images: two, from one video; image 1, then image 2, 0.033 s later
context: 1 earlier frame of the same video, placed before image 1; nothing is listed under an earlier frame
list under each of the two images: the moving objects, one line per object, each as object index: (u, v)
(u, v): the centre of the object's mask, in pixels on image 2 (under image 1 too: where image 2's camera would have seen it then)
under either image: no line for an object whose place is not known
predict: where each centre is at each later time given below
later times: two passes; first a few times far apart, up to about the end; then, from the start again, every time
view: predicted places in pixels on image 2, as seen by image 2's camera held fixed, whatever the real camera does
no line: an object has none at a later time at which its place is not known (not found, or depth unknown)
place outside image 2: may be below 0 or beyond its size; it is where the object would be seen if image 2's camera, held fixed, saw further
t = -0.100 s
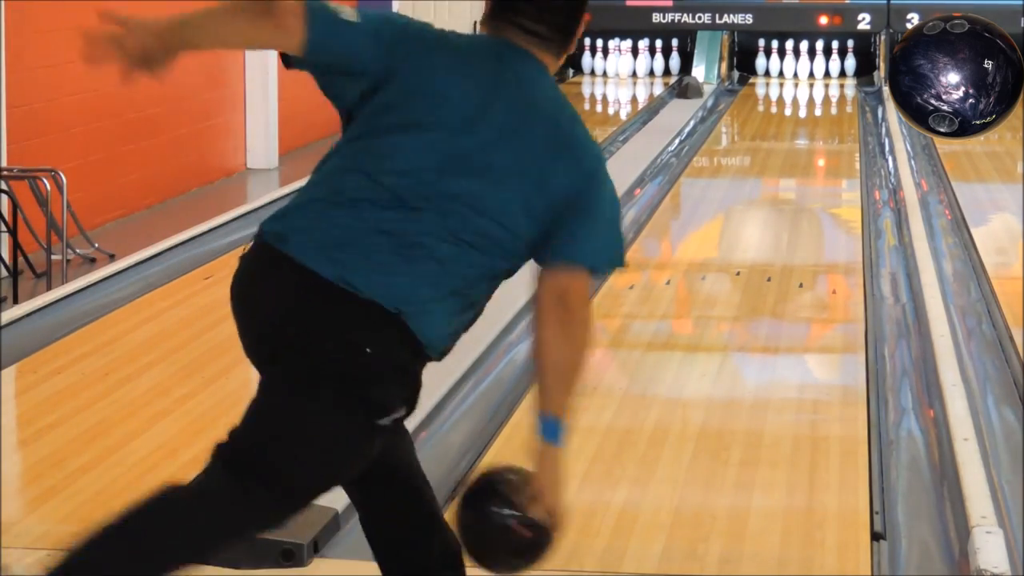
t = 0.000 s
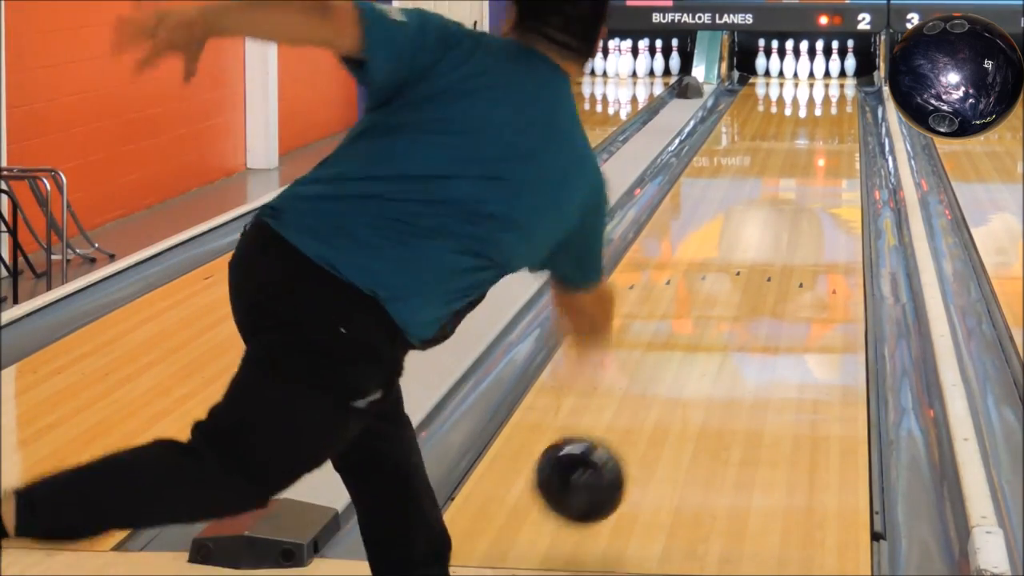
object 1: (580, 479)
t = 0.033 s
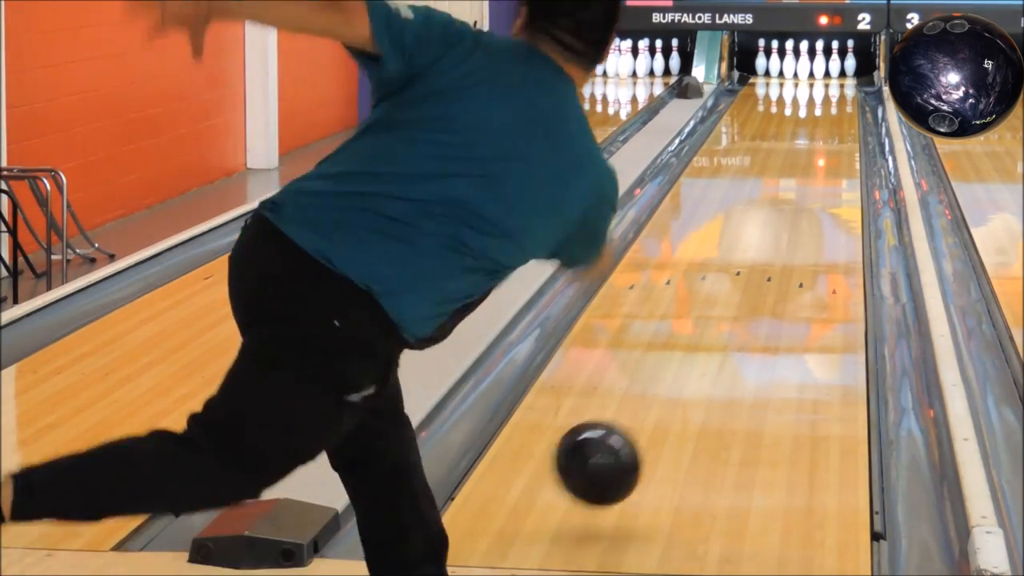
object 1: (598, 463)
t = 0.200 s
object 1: (665, 390)
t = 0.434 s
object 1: (726, 292)
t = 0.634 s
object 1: (759, 239)
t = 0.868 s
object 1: (787, 193)
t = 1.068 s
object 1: (804, 164)
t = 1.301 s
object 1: (819, 137)
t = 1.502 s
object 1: (827, 120)
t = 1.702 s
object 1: (832, 104)
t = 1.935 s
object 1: (831, 90)
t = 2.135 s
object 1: (823, 81)
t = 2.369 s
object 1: (808, 71)
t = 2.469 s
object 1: (805, 69)
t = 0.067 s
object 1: (614, 452)
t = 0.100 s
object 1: (628, 446)
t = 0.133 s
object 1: (641, 423)
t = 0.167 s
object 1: (654, 405)
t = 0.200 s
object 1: (665, 390)
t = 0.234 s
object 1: (676, 373)
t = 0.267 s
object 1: (686, 356)
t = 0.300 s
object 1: (694, 342)
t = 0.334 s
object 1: (703, 328)
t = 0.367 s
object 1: (711, 315)
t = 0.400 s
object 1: (719, 303)
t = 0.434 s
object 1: (726, 292)
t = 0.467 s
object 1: (732, 282)
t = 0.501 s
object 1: (738, 273)
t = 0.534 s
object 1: (744, 264)
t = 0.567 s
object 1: (749, 255)
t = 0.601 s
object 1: (755, 247)
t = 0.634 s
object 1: (759, 239)
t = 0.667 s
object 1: (764, 232)
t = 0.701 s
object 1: (769, 225)
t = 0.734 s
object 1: (772, 218)
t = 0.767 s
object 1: (776, 211)
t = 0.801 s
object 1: (780, 205)
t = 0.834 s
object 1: (784, 199)
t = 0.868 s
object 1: (787, 193)
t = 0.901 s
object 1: (790, 188)
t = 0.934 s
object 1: (793, 182)
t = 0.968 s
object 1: (796, 177)
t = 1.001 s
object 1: (799, 173)
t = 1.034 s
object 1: (801, 168)
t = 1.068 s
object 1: (804, 164)
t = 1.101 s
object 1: (806, 160)
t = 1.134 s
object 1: (809, 156)
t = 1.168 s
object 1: (811, 152)
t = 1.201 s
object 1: (812, 148)
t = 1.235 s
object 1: (814, 144)
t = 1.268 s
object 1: (817, 141)
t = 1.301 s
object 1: (819, 137)
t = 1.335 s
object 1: (820, 134)
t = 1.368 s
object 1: (822, 131)
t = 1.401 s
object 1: (823, 128)
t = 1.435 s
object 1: (825, 125)
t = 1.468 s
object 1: (826, 123)
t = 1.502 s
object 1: (827, 120)
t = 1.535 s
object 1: (828, 117)
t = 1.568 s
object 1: (829, 115)
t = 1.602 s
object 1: (831, 112)
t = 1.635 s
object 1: (831, 110)
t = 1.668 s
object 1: (832, 107)
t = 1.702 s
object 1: (832, 104)
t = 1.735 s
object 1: (832, 102)
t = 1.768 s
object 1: (832, 100)
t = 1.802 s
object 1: (833, 98)
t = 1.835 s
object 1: (832, 96)
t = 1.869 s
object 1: (832, 94)
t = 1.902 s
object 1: (831, 92)
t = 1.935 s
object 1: (831, 90)
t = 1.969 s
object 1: (830, 88)
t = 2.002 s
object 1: (829, 87)
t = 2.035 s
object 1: (828, 85)
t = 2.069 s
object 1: (826, 83)
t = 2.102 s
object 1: (825, 81)
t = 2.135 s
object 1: (823, 81)
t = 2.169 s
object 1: (822, 79)
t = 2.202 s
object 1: (820, 78)
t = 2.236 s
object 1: (818, 77)
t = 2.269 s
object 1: (816, 75)
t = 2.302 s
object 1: (813, 74)
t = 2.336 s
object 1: (811, 73)
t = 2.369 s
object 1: (808, 71)
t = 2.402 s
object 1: (807, 70)
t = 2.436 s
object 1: (806, 69)
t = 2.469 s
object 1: (805, 69)
